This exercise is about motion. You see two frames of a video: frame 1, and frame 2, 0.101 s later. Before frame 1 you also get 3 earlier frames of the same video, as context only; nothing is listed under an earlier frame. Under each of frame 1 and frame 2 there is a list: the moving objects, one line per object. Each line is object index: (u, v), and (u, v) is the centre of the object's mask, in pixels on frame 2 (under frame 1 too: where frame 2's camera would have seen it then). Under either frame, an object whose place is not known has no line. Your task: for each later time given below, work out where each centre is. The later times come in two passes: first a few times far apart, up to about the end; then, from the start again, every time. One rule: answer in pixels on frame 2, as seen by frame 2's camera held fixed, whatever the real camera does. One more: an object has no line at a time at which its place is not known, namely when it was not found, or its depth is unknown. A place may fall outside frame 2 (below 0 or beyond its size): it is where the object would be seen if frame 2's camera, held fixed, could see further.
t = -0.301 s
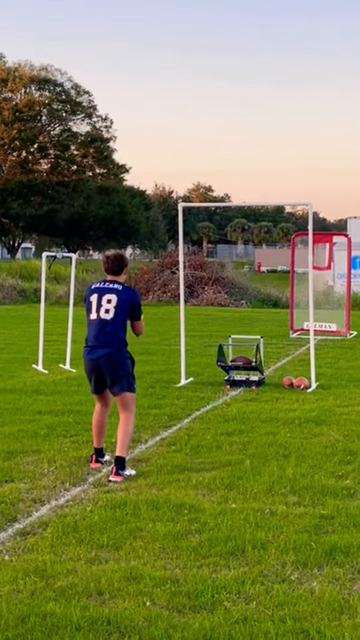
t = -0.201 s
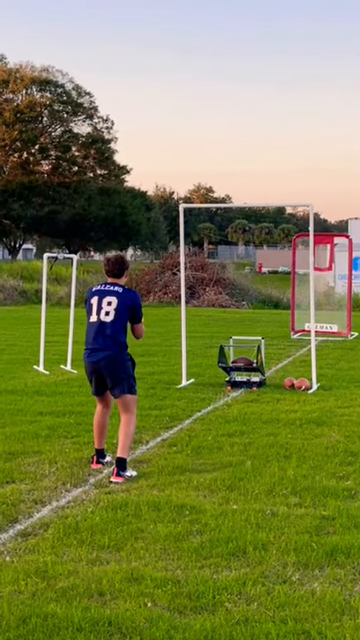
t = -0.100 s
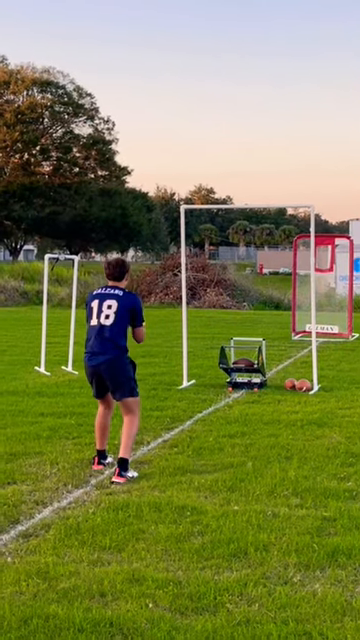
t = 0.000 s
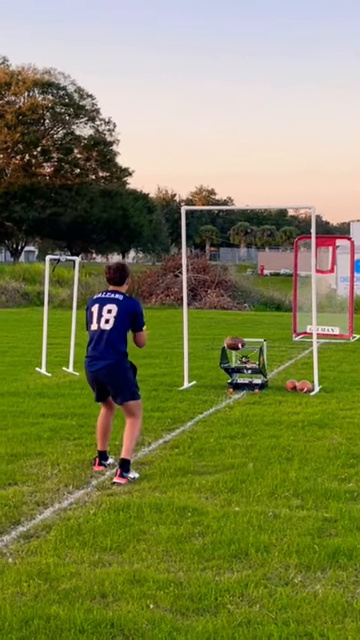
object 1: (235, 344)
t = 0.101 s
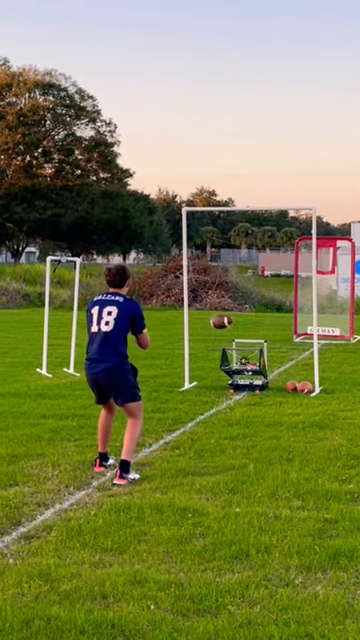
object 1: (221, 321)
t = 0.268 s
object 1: (196, 298)
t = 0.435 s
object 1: (167, 299)
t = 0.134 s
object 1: (216, 315)
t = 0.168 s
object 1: (211, 309)
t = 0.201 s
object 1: (205, 305)
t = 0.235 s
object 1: (202, 301)
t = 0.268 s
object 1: (196, 298)
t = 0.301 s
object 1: (190, 296)
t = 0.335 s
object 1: (184, 295)
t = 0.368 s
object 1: (178, 295)
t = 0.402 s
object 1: (173, 296)
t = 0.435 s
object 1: (167, 299)
